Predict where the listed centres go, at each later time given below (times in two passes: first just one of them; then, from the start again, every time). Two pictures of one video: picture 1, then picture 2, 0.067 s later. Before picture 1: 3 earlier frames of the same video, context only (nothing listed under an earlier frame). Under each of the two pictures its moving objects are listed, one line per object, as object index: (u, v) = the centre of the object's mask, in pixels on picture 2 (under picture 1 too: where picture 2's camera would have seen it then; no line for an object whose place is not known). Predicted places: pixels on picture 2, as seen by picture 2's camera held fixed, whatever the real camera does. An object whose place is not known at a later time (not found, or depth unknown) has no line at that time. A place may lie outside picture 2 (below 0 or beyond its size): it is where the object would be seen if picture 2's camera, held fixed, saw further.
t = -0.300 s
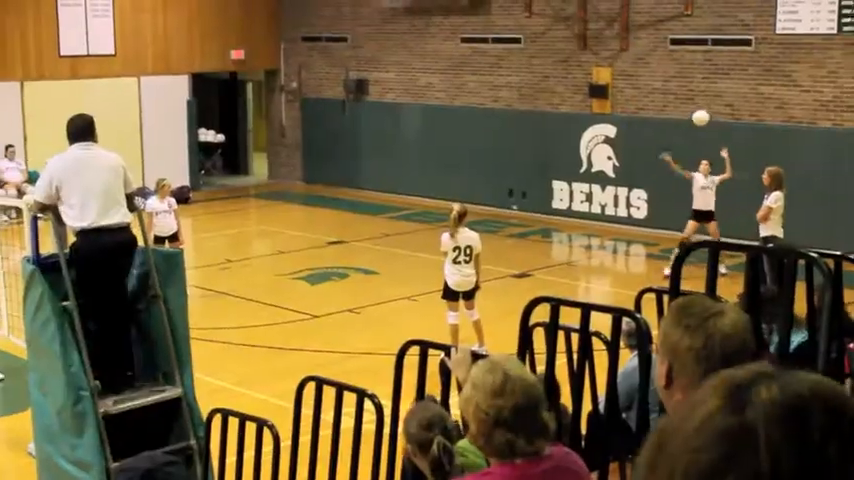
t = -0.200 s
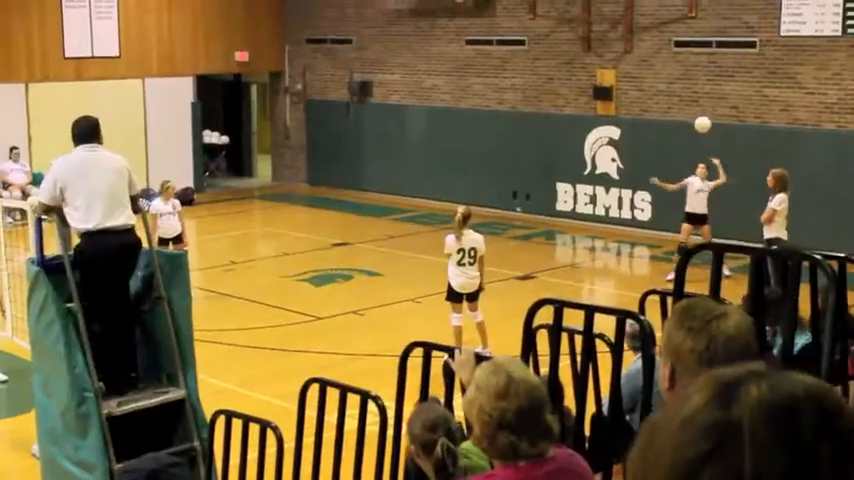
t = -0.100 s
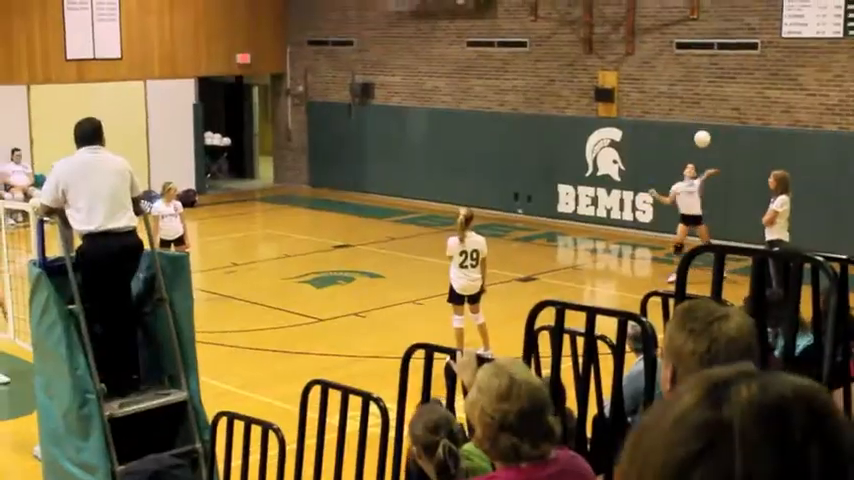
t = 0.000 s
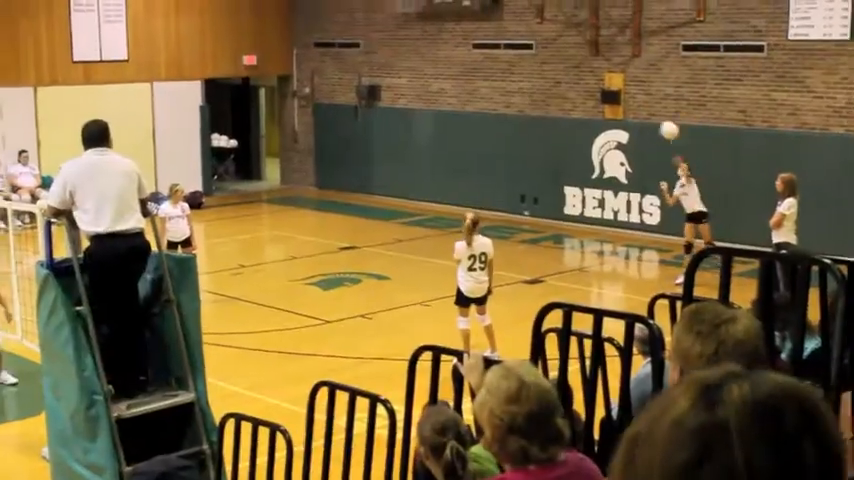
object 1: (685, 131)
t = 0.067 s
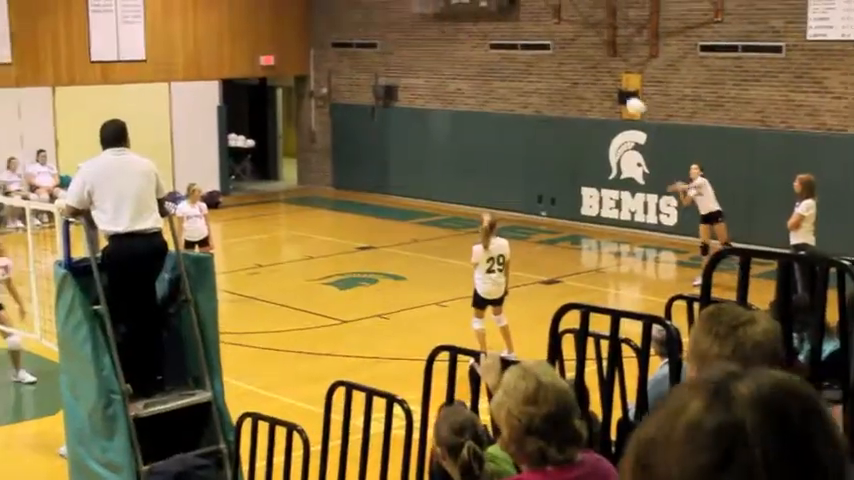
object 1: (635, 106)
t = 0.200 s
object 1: (526, 65)
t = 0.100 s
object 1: (609, 96)
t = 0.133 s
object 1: (582, 86)
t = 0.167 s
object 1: (555, 74)
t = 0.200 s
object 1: (526, 65)
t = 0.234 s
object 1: (496, 57)
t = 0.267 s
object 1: (467, 50)
